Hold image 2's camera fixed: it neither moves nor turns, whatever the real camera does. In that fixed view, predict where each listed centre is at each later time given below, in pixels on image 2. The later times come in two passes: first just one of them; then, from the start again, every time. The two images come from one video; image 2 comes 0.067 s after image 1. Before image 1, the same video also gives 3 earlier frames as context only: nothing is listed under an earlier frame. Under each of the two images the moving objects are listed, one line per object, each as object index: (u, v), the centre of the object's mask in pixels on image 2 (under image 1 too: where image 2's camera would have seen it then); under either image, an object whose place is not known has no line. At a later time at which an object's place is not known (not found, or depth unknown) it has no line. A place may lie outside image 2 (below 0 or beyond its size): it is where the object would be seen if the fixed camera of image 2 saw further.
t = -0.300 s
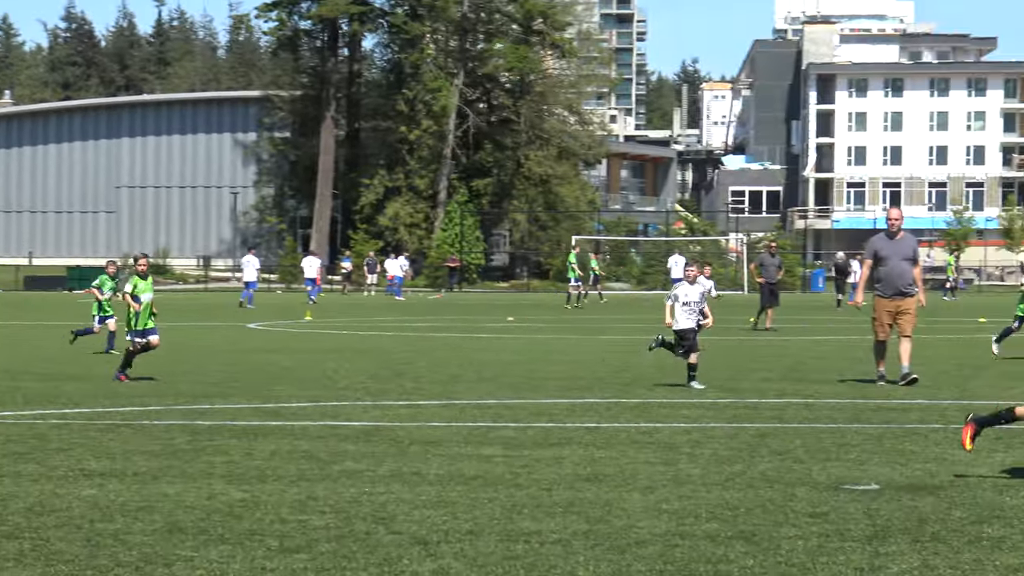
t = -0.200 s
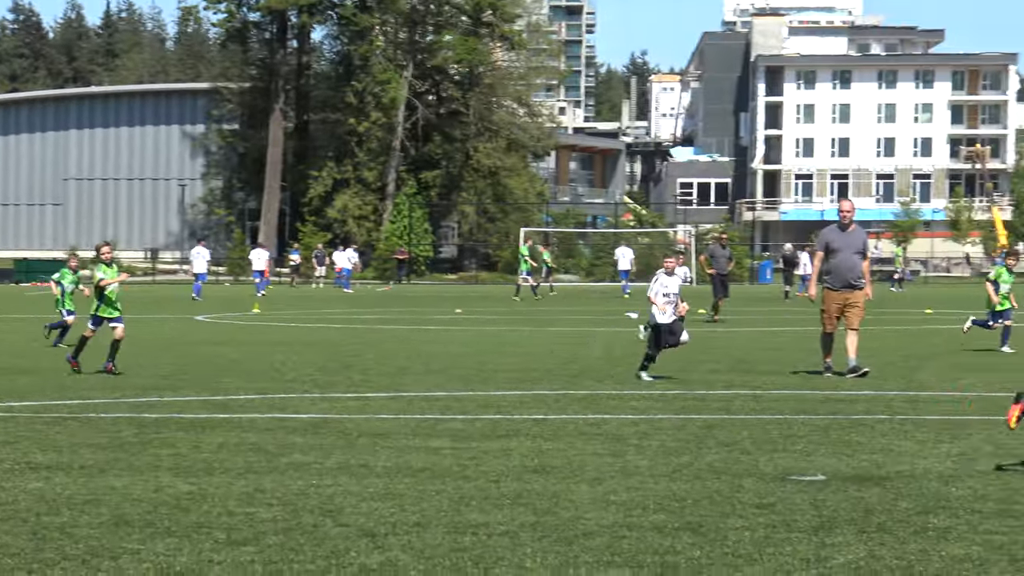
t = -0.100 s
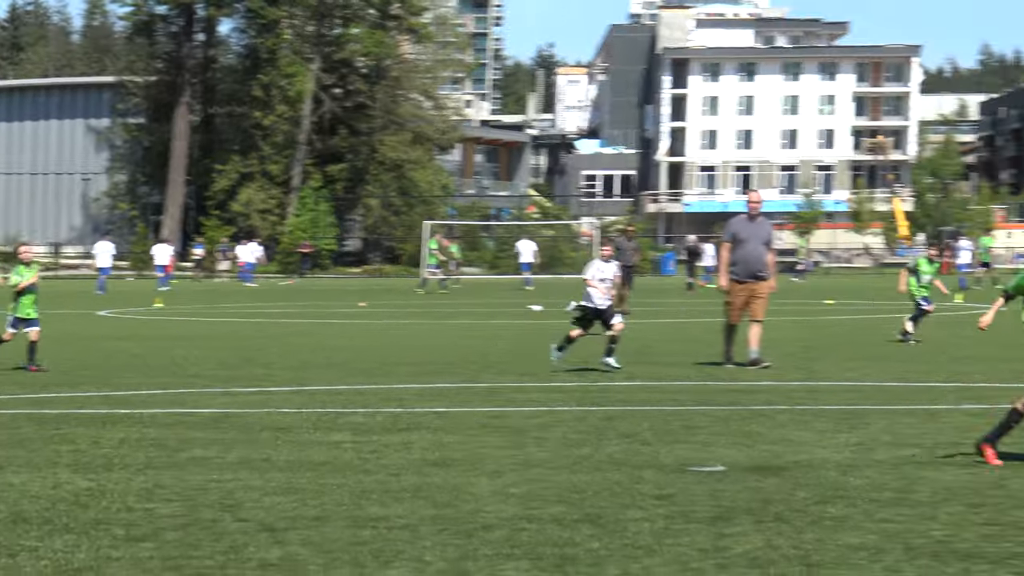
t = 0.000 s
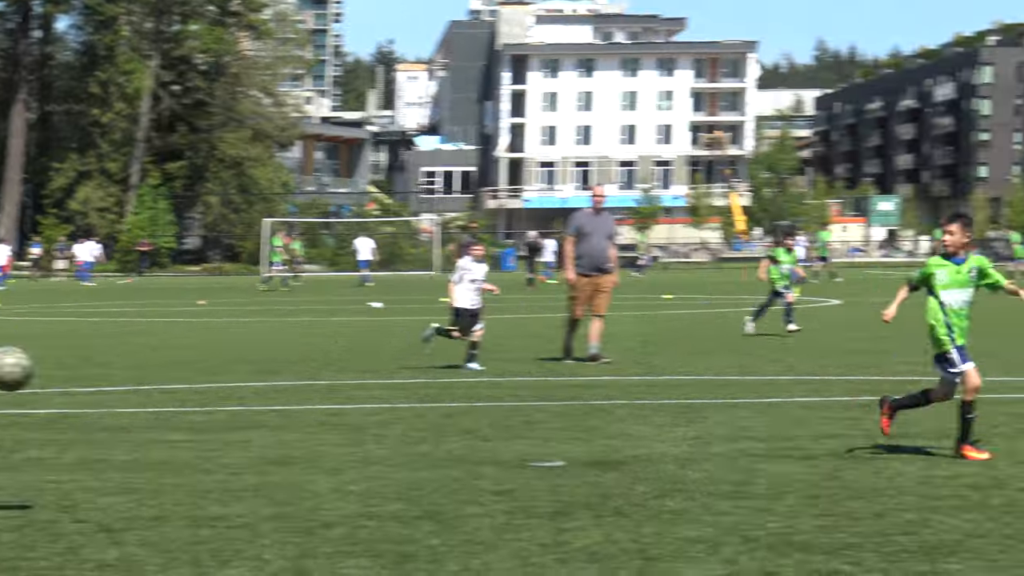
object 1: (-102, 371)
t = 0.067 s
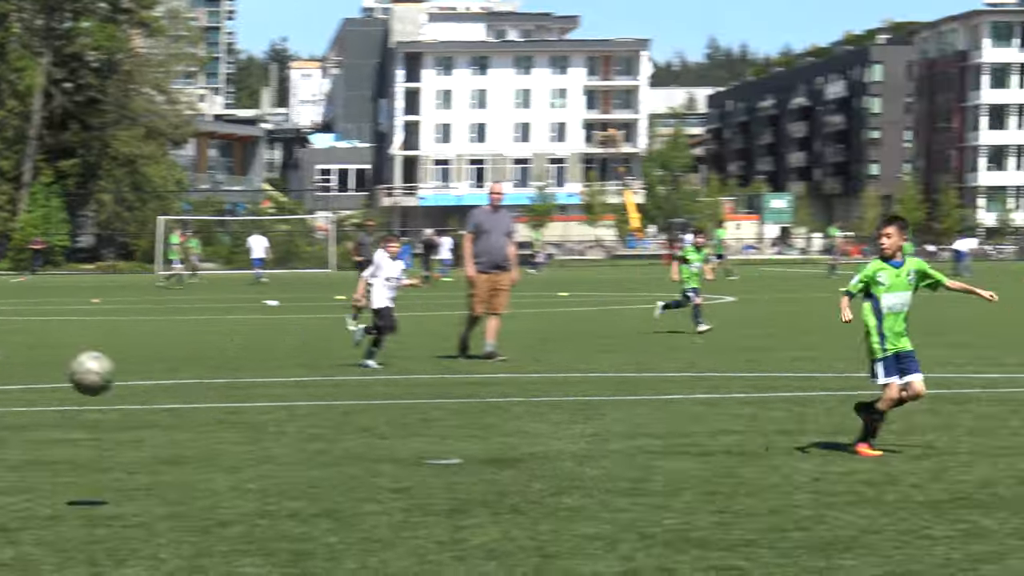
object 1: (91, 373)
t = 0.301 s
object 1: (695, 476)
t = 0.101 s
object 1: (182, 379)
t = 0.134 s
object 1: (270, 388)
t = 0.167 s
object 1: (357, 400)
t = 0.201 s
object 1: (444, 415)
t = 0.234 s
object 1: (528, 432)
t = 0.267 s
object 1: (612, 452)
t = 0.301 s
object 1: (695, 476)
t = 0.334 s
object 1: (749, 463)
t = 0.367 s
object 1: (797, 440)
